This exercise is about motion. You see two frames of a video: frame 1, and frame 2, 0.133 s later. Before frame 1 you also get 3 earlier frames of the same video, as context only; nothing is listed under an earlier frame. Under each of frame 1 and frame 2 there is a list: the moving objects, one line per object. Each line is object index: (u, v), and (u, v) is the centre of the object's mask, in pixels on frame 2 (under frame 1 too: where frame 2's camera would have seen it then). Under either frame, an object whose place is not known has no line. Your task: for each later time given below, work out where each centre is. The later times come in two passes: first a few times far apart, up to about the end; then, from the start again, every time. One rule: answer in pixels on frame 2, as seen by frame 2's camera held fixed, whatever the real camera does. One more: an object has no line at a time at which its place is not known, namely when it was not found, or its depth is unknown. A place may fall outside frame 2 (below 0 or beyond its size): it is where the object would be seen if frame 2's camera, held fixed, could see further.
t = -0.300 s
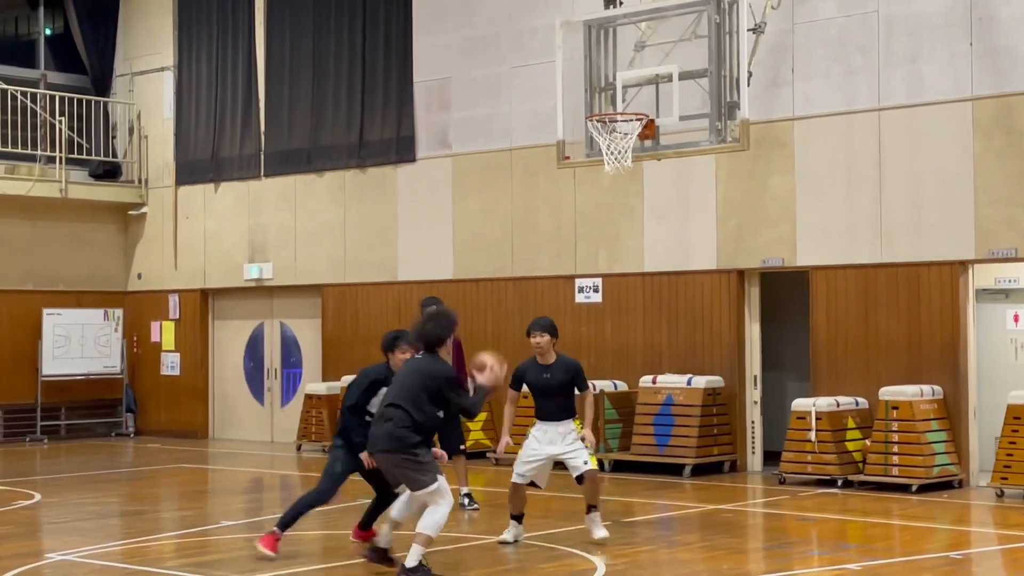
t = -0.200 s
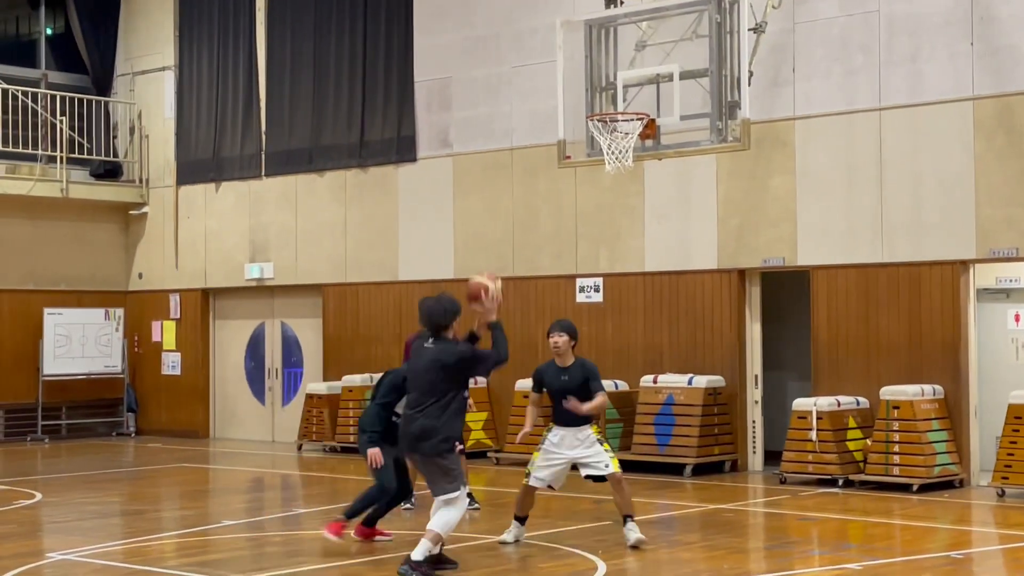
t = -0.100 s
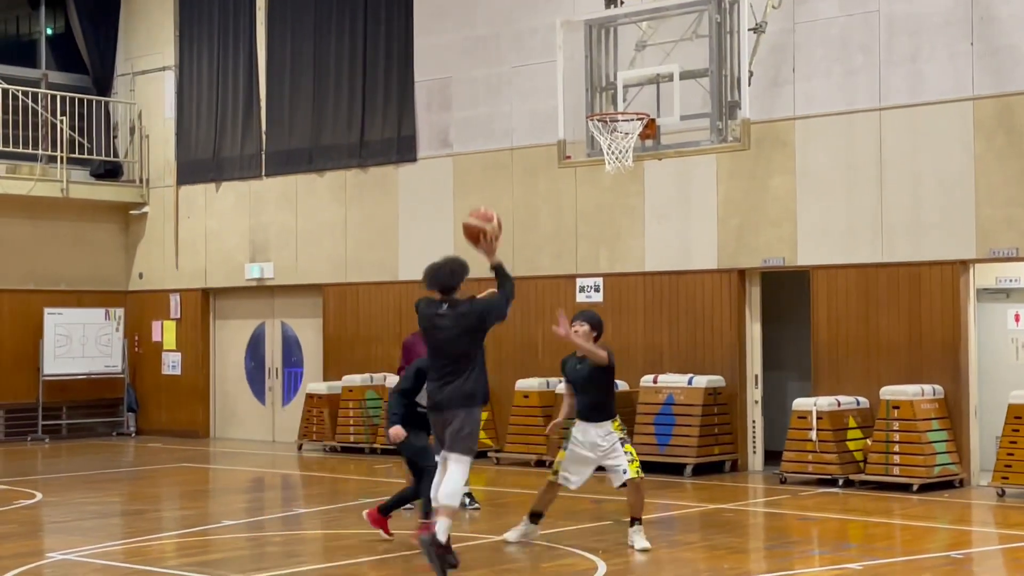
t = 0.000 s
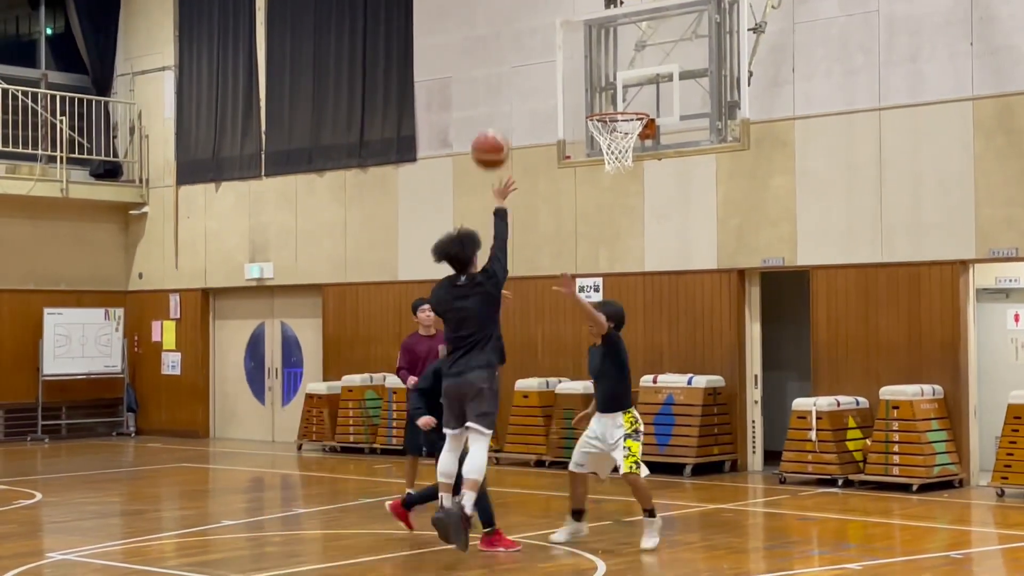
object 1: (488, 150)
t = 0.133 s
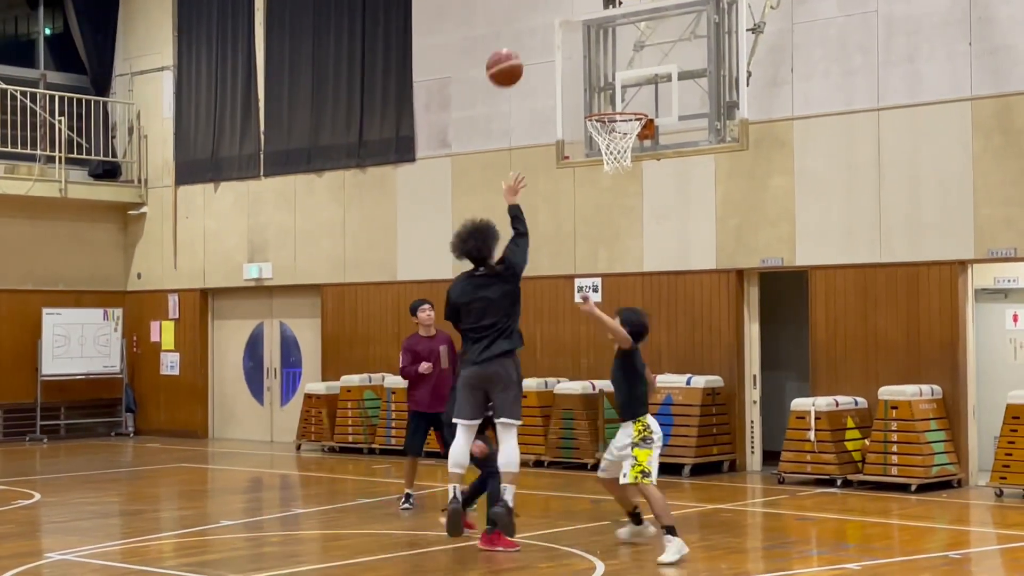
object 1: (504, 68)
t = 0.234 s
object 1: (515, 28)
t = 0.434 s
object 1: (536, 5)
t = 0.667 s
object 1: (558, 27)
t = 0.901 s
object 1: (572, 123)
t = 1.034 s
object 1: (543, 184)
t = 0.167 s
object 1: (508, 53)
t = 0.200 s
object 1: (512, 40)
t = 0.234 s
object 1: (515, 28)
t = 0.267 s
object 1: (519, 18)
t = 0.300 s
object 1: (522, 13)
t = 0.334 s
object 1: (526, 9)
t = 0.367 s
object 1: (529, 7)
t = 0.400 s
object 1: (533, 6)
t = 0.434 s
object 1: (536, 5)
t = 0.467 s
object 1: (539, 5)
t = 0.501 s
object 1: (543, 5)
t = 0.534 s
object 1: (546, 6)
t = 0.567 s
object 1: (549, 9)
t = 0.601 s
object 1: (553, 12)
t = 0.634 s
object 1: (555, 18)
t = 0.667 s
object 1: (558, 27)
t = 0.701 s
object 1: (561, 37)
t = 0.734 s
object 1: (564, 49)
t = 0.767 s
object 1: (567, 62)
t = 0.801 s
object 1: (570, 77)
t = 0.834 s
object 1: (573, 92)
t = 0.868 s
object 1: (575, 108)
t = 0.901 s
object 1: (572, 123)
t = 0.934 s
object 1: (565, 135)
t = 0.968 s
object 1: (558, 150)
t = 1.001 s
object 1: (550, 167)
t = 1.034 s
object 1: (543, 184)
